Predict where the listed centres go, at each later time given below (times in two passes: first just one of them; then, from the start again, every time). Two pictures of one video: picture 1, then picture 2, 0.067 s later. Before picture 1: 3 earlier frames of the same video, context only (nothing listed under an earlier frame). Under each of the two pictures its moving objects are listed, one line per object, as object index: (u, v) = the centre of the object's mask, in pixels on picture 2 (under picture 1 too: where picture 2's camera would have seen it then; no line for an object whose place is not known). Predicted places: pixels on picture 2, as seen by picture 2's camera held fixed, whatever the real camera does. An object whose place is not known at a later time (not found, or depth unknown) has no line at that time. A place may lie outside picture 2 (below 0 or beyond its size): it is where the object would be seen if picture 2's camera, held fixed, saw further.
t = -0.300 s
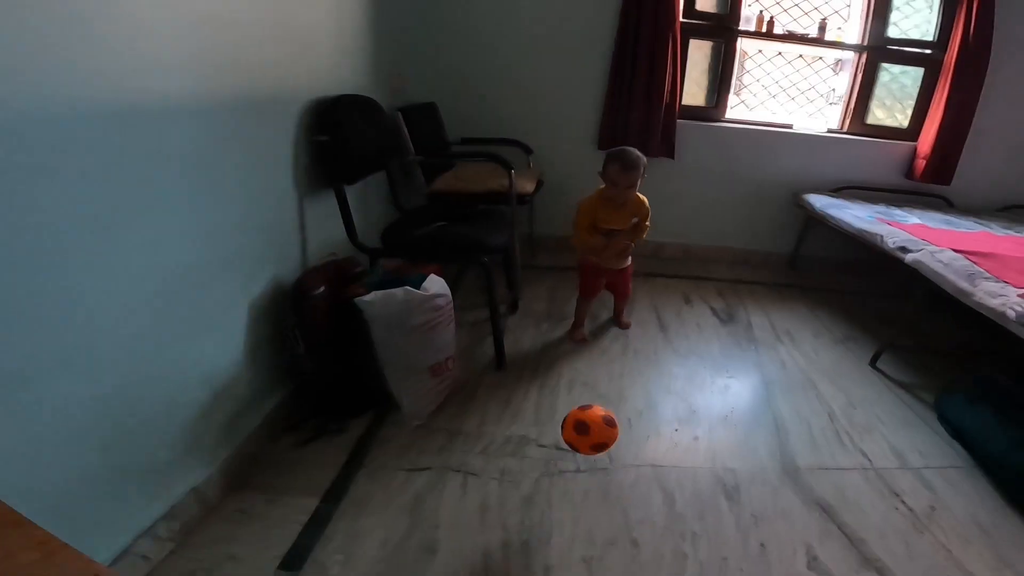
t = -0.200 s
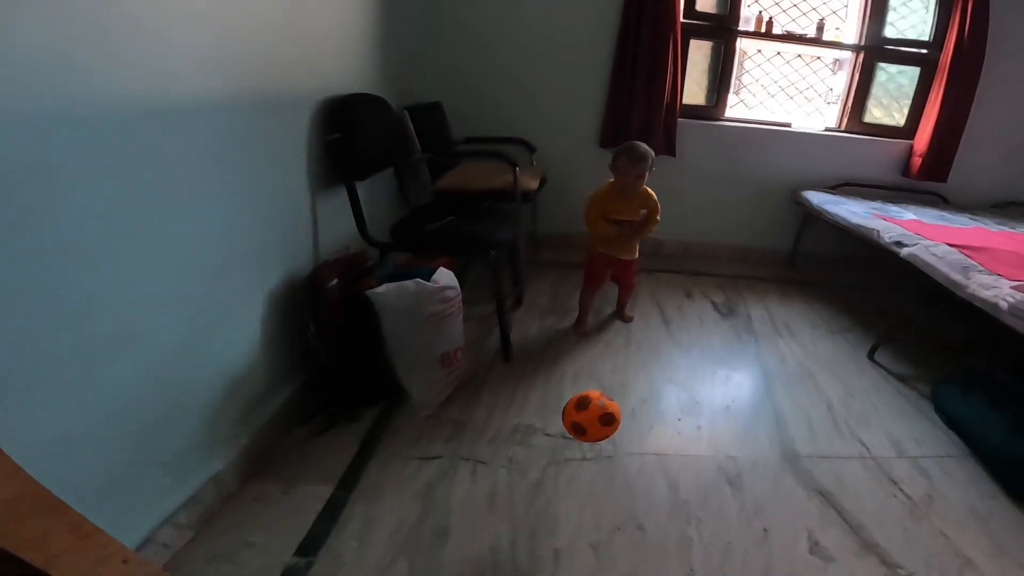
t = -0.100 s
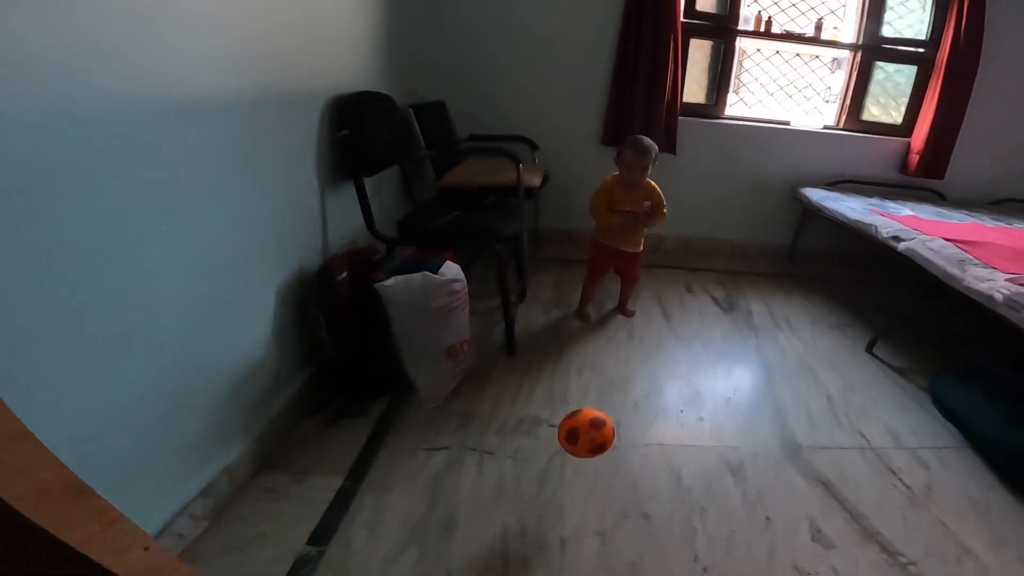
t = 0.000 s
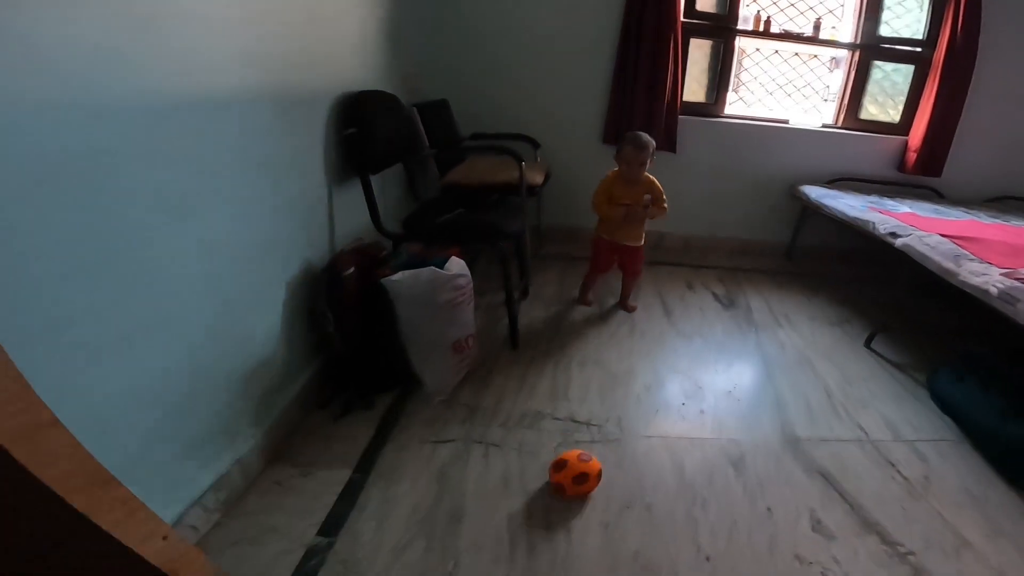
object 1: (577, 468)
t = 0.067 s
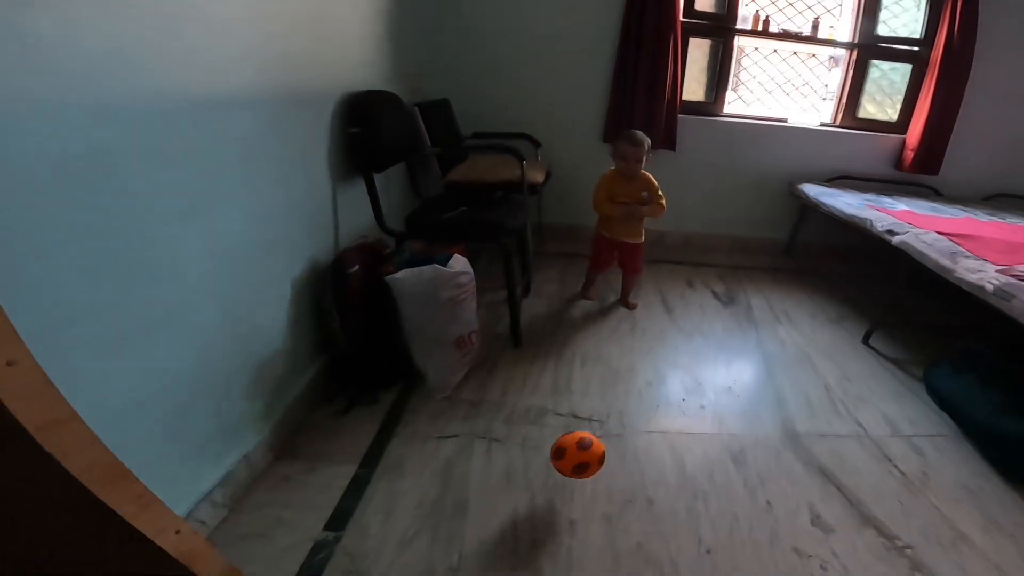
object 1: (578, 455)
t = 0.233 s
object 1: (567, 463)
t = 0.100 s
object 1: (577, 451)
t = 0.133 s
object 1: (575, 450)
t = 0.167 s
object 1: (573, 451)
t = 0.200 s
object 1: (570, 456)
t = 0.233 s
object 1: (567, 463)
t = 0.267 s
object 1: (563, 474)
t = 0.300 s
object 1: (558, 487)
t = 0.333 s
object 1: (554, 502)
